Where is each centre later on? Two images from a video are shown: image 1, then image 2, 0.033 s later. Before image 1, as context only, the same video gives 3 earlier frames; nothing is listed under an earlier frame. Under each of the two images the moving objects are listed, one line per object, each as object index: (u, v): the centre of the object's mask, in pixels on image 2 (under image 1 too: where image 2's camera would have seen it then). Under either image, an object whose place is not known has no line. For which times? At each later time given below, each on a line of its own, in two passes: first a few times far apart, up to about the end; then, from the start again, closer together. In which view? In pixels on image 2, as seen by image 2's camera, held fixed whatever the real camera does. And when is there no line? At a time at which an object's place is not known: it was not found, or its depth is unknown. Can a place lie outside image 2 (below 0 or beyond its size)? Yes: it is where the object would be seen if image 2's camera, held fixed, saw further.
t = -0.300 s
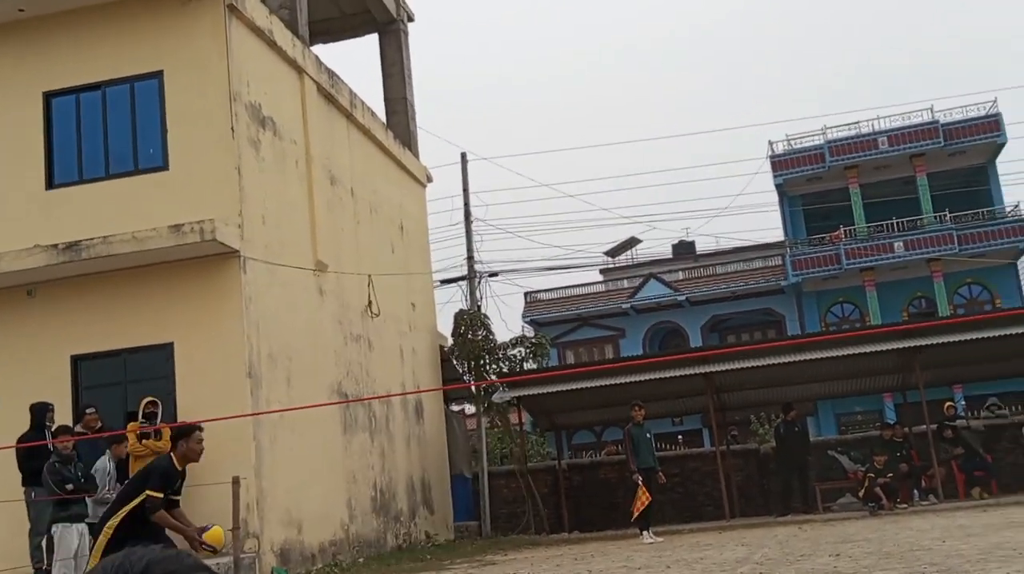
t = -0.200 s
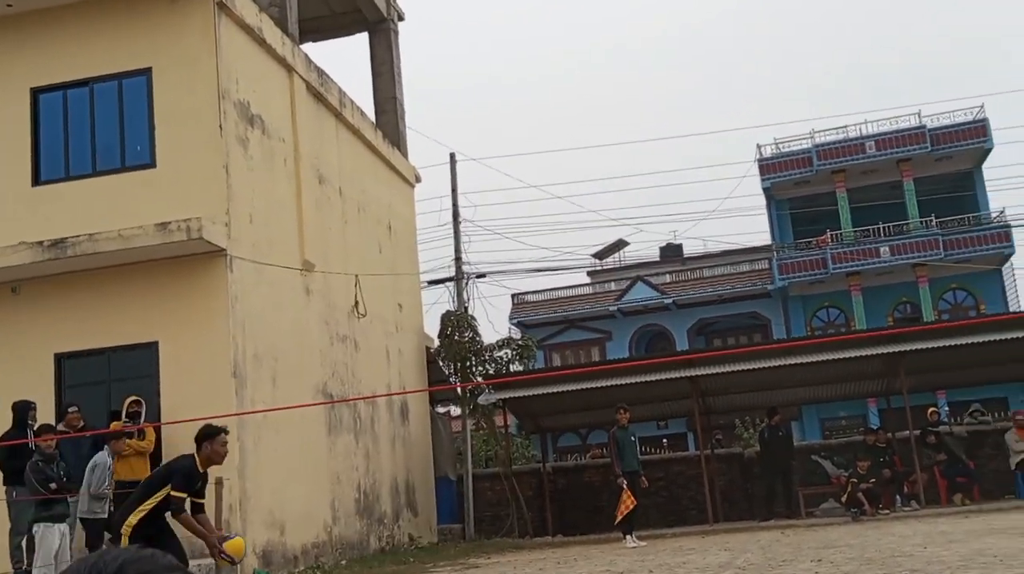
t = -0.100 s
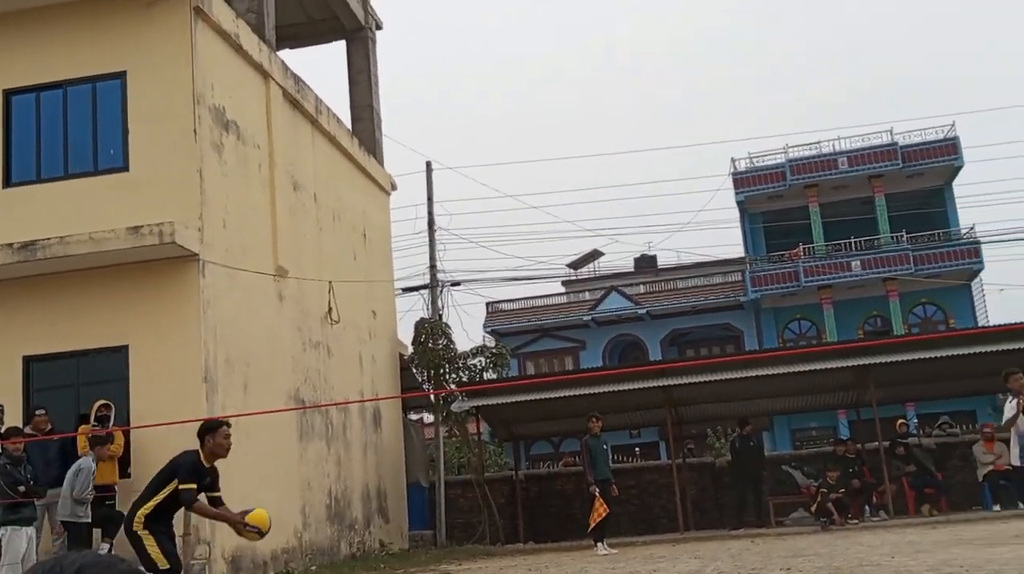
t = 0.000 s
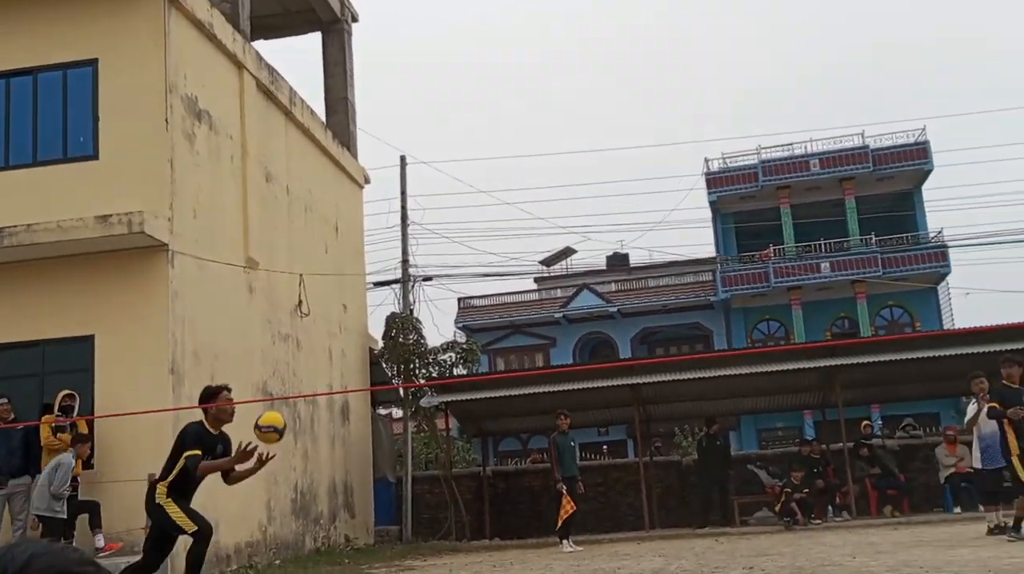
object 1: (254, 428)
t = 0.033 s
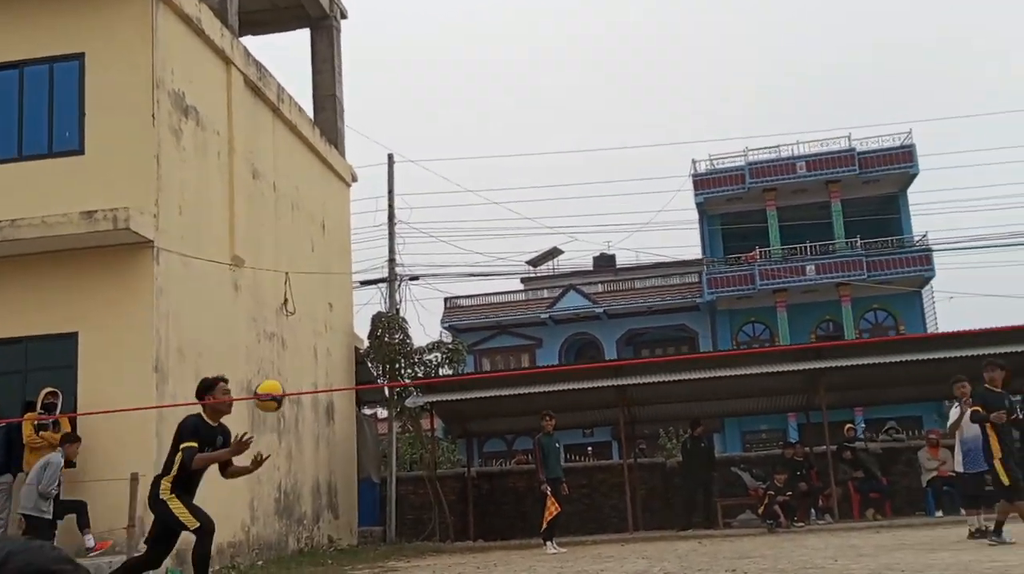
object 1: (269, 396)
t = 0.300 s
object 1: (382, 219)
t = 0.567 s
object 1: (486, 155)
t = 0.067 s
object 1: (284, 368)
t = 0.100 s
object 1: (297, 342)
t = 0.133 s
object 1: (312, 317)
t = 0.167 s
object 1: (326, 294)
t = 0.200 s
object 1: (340, 273)
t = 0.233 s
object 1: (354, 254)
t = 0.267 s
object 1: (367, 236)
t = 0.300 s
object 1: (382, 219)
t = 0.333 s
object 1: (394, 206)
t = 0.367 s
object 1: (407, 192)
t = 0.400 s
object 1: (421, 182)
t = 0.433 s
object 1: (434, 172)
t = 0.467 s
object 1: (449, 163)
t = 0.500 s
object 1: (463, 159)
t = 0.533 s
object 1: (474, 154)
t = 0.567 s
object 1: (486, 155)
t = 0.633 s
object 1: (511, 149)
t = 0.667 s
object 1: (528, 145)
